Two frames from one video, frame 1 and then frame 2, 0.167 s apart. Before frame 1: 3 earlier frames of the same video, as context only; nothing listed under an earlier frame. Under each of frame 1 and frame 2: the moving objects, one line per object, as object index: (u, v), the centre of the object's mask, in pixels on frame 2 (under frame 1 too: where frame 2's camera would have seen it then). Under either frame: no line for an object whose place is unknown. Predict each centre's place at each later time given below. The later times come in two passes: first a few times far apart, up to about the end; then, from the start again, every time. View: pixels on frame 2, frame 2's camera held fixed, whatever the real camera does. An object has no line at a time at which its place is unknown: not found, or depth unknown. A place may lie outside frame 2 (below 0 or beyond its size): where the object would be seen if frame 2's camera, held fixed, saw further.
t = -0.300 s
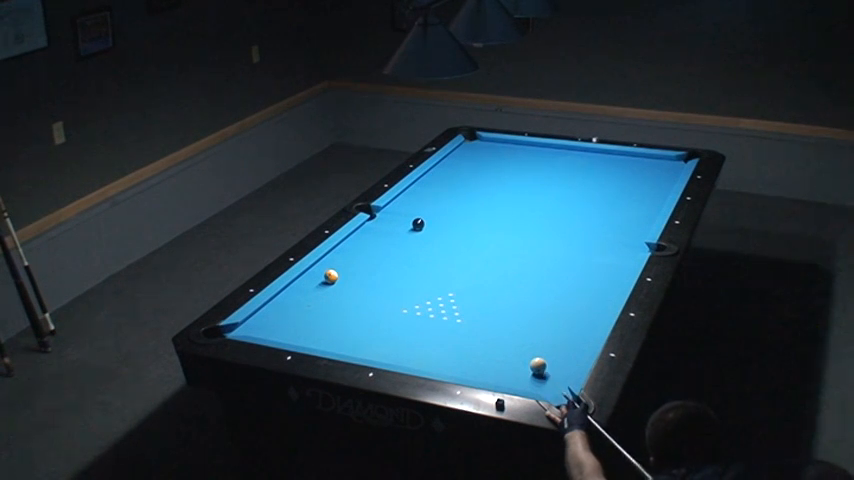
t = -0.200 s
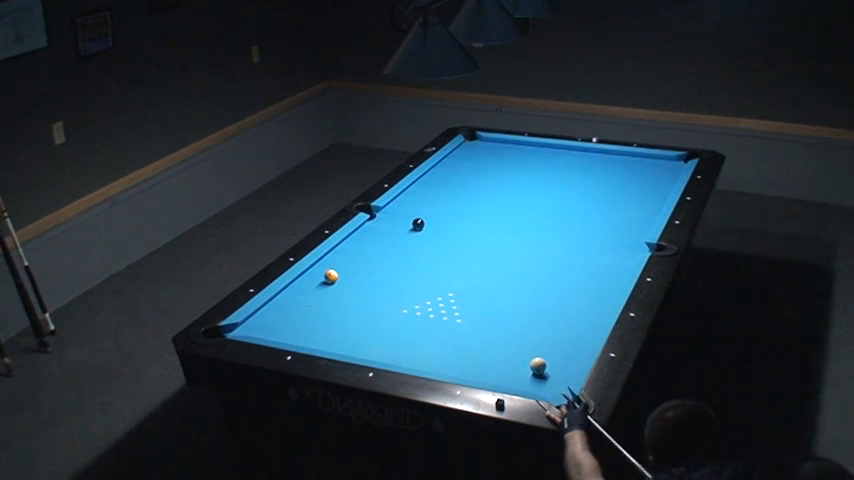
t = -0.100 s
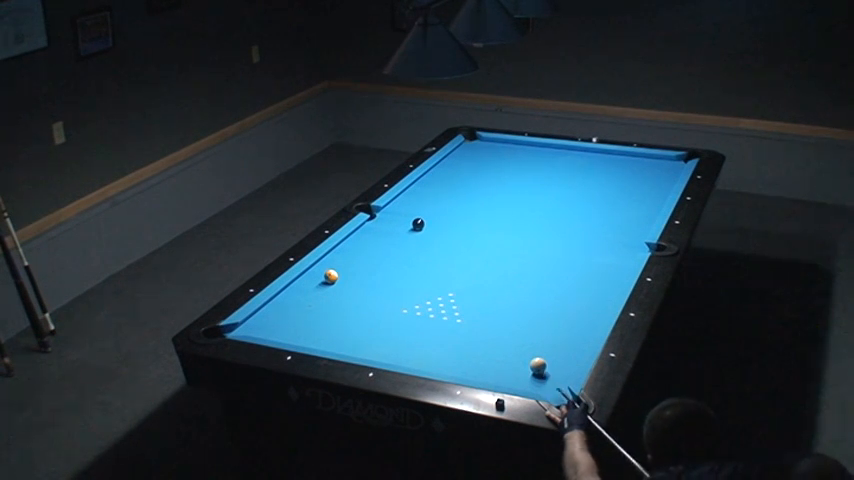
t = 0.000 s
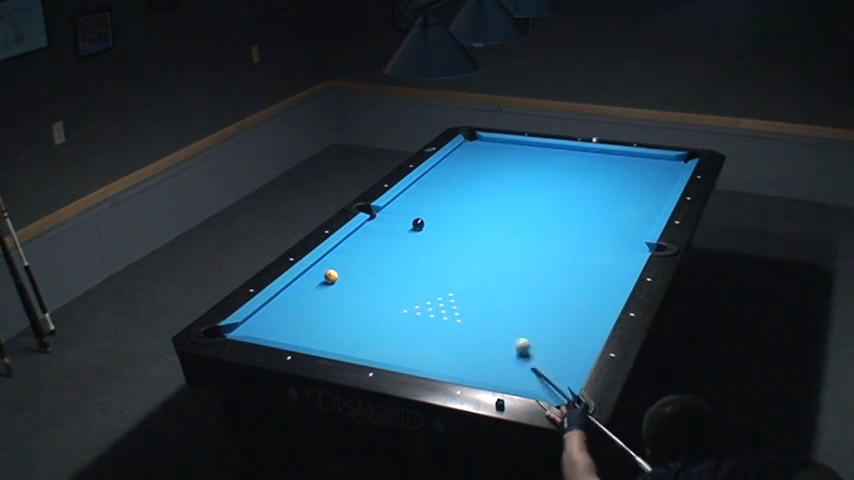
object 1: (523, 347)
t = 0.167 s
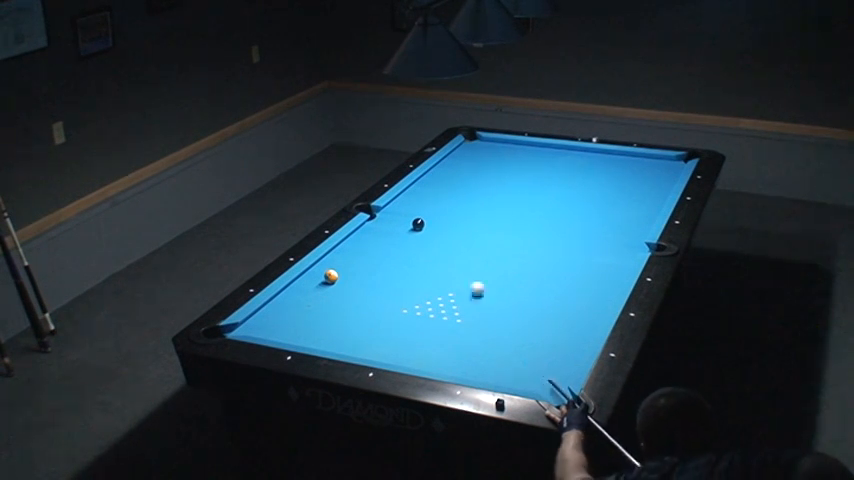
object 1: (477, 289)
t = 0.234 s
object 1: (463, 271)
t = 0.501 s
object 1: (434, 223)
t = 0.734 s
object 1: (455, 207)
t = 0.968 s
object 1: (473, 192)
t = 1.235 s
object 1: (493, 178)
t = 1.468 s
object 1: (508, 167)
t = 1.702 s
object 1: (522, 156)
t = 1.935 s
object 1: (535, 146)
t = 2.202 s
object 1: (537, 150)
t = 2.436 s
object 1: (536, 156)
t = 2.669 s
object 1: (535, 162)
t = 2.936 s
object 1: (534, 169)
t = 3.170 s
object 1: (533, 175)
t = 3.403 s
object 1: (532, 181)
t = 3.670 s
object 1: (530, 187)
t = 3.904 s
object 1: (530, 192)
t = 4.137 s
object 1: (529, 198)
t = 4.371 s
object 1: (528, 202)
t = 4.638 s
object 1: (527, 208)
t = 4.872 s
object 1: (527, 212)
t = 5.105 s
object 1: (526, 217)
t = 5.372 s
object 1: (526, 221)
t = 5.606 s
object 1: (526, 225)
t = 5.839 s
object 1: (526, 228)
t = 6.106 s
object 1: (526, 231)
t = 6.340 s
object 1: (526, 234)
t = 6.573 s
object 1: (526, 236)
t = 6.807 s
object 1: (526, 238)
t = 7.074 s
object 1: (526, 240)
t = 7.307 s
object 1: (526, 241)
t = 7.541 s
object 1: (525, 241)
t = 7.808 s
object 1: (525, 241)
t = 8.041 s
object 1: (525, 241)
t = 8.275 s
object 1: (525, 241)
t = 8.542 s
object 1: (525, 242)
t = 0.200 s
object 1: (470, 279)
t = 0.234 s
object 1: (463, 271)
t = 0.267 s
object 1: (457, 263)
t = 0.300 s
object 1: (451, 255)
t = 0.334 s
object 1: (445, 248)
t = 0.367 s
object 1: (441, 242)
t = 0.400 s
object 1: (436, 236)
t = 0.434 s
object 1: (431, 230)
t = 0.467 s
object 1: (430, 225)
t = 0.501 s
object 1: (434, 223)
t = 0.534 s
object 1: (437, 220)
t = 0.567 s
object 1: (440, 218)
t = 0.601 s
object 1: (443, 215)
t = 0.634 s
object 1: (446, 213)
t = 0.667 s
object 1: (449, 211)
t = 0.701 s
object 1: (452, 209)
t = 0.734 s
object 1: (455, 207)
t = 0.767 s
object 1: (458, 205)
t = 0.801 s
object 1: (460, 203)
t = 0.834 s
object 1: (463, 201)
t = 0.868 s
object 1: (466, 199)
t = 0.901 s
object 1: (468, 196)
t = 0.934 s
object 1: (471, 195)
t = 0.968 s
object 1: (473, 192)
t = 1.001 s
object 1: (476, 191)
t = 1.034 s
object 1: (478, 189)
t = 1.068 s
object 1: (481, 187)
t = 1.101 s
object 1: (483, 185)
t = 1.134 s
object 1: (486, 183)
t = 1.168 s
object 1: (488, 182)
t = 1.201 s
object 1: (491, 180)
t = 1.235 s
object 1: (493, 178)
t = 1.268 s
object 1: (495, 177)
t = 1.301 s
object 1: (498, 175)
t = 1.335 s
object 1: (500, 173)
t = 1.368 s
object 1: (502, 171)
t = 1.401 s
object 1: (504, 170)
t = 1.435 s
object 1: (506, 168)
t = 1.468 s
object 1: (508, 167)
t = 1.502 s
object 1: (510, 165)
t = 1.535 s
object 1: (512, 164)
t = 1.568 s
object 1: (514, 162)
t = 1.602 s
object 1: (517, 160)
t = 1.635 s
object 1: (518, 159)
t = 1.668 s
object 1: (520, 158)
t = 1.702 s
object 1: (522, 156)
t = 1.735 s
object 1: (524, 154)
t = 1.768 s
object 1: (526, 153)
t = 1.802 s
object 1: (528, 151)
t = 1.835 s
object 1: (530, 150)
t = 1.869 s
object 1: (532, 149)
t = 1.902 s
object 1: (534, 147)
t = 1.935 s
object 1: (535, 146)
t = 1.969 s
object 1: (537, 145)
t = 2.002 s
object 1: (538, 144)
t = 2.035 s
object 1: (537, 146)
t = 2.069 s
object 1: (537, 147)
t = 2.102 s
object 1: (537, 147)
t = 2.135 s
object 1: (537, 148)
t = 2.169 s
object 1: (537, 149)
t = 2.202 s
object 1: (537, 150)
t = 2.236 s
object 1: (537, 151)
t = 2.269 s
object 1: (537, 152)
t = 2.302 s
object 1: (536, 153)
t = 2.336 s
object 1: (536, 153)
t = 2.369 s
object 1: (536, 154)
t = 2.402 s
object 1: (536, 155)
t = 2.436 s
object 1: (536, 156)
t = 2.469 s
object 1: (535, 157)
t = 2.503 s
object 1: (535, 158)
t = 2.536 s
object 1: (535, 159)
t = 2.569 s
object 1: (535, 159)
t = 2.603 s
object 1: (535, 160)
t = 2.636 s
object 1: (535, 161)
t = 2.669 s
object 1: (535, 162)
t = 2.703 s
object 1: (535, 163)
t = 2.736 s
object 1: (535, 164)
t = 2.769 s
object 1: (534, 165)
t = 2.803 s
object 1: (534, 165)
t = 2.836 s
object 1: (534, 166)
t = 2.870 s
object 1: (534, 167)
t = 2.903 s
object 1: (534, 168)
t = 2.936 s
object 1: (534, 169)
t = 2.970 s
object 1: (534, 170)
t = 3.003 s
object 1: (534, 171)
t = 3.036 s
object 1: (533, 172)
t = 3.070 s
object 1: (533, 173)
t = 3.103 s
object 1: (533, 173)
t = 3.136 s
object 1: (533, 174)
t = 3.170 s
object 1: (533, 175)
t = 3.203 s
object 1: (533, 176)
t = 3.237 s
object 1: (533, 177)
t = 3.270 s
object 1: (533, 177)
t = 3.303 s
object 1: (532, 178)
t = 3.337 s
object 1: (532, 179)
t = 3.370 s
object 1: (532, 180)
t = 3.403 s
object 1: (532, 181)
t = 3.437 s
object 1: (532, 181)
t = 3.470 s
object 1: (532, 182)
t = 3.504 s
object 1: (531, 183)
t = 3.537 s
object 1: (531, 184)
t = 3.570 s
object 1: (531, 185)
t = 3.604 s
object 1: (531, 185)
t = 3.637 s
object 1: (530, 186)
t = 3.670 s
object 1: (530, 187)
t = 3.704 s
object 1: (530, 188)
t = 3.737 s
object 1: (530, 188)
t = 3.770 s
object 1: (530, 189)
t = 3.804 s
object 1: (530, 190)
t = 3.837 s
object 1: (530, 191)
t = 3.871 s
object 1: (530, 192)
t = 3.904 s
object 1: (530, 192)
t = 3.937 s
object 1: (530, 193)
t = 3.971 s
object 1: (530, 194)
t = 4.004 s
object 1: (529, 194)
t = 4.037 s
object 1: (529, 195)
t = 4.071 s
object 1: (529, 196)
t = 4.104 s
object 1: (529, 197)
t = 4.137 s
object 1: (529, 198)
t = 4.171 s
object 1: (529, 198)
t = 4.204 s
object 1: (529, 199)
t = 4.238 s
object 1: (529, 200)
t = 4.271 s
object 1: (529, 200)
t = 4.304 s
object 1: (528, 201)
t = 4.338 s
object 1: (528, 202)
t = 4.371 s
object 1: (528, 202)
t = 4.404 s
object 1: (528, 203)
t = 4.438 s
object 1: (528, 204)
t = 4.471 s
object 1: (528, 204)
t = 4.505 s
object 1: (528, 205)
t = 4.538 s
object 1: (528, 206)
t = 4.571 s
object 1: (528, 206)
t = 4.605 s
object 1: (528, 207)
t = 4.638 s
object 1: (527, 208)
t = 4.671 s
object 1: (527, 209)
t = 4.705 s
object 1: (527, 209)
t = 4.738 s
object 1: (527, 210)
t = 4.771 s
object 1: (527, 211)
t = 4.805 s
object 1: (527, 211)
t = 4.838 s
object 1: (527, 212)
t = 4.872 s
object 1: (527, 212)
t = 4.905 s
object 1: (527, 213)
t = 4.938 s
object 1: (527, 214)
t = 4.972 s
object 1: (527, 214)
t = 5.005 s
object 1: (526, 215)
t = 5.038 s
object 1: (526, 216)
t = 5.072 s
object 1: (526, 216)
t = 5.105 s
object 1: (526, 217)
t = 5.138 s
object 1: (526, 217)
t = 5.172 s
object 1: (526, 218)
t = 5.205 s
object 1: (526, 218)
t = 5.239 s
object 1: (526, 219)
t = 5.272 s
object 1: (526, 220)
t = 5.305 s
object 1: (526, 220)
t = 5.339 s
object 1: (526, 221)
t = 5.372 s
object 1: (526, 221)
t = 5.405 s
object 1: (526, 222)
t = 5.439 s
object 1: (526, 222)
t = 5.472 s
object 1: (526, 223)
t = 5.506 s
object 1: (526, 223)
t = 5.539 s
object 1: (526, 224)
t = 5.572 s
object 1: (526, 224)
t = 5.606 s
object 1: (526, 225)
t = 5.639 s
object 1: (526, 225)
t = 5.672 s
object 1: (526, 226)
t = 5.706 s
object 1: (526, 226)
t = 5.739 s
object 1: (526, 227)
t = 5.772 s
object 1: (526, 227)
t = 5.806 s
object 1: (526, 228)
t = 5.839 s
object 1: (526, 228)
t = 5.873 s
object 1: (526, 229)
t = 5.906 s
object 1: (526, 229)
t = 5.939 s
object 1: (526, 230)
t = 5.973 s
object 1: (526, 230)
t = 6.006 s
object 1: (526, 230)
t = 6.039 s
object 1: (526, 231)
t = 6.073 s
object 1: (526, 231)
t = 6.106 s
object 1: (526, 231)
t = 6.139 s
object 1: (526, 232)
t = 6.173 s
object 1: (526, 232)
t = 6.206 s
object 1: (526, 233)
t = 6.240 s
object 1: (526, 233)
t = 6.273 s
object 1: (526, 233)
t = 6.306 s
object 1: (526, 233)
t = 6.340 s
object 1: (526, 234)
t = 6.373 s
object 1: (526, 234)
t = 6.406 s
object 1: (526, 235)
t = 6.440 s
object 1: (526, 235)
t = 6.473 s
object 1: (526, 235)
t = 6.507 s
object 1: (526, 236)
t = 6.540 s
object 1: (526, 236)
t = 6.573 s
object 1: (526, 236)
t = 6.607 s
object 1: (526, 237)
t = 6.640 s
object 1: (526, 237)
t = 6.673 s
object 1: (526, 237)
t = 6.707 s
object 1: (526, 237)
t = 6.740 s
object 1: (526, 237)
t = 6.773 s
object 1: (526, 238)
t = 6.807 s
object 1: (526, 238)
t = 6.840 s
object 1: (526, 238)
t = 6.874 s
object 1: (526, 238)
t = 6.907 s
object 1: (526, 239)
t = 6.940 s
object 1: (526, 239)
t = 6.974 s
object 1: (526, 239)
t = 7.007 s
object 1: (526, 239)
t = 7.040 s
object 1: (526, 240)
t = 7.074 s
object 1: (526, 240)
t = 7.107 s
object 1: (526, 240)
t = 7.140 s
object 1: (526, 240)
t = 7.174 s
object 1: (526, 240)
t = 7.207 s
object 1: (526, 240)
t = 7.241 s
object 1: (526, 240)
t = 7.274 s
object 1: (526, 241)
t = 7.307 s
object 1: (526, 241)
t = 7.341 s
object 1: (526, 241)
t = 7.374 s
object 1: (525, 241)
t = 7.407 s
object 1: (525, 241)
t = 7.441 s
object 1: (525, 241)
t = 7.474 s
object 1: (525, 241)
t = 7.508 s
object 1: (525, 241)
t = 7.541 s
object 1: (525, 241)
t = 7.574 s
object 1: (525, 241)
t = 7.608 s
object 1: (526, 241)
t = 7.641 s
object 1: (526, 241)
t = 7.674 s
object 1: (526, 241)
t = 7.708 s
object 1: (525, 241)
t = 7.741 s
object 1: (525, 241)
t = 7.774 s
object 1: (525, 241)
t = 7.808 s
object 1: (525, 241)
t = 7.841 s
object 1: (525, 241)
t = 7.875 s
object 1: (525, 241)
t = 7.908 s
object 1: (525, 241)
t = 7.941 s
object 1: (526, 241)
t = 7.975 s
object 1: (525, 241)
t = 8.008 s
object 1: (525, 241)
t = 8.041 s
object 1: (525, 241)
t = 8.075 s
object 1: (525, 241)
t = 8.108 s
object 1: (525, 241)
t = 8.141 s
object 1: (525, 241)
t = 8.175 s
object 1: (525, 241)
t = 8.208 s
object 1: (525, 241)
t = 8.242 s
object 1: (525, 241)
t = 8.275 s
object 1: (525, 241)
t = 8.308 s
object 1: (525, 241)
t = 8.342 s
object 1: (525, 241)
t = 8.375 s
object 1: (525, 241)
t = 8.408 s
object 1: (525, 241)
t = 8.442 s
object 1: (525, 241)
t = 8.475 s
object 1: (525, 242)
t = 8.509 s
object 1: (525, 241)
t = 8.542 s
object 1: (525, 242)
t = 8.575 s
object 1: (525, 242)
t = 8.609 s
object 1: (525, 242)
